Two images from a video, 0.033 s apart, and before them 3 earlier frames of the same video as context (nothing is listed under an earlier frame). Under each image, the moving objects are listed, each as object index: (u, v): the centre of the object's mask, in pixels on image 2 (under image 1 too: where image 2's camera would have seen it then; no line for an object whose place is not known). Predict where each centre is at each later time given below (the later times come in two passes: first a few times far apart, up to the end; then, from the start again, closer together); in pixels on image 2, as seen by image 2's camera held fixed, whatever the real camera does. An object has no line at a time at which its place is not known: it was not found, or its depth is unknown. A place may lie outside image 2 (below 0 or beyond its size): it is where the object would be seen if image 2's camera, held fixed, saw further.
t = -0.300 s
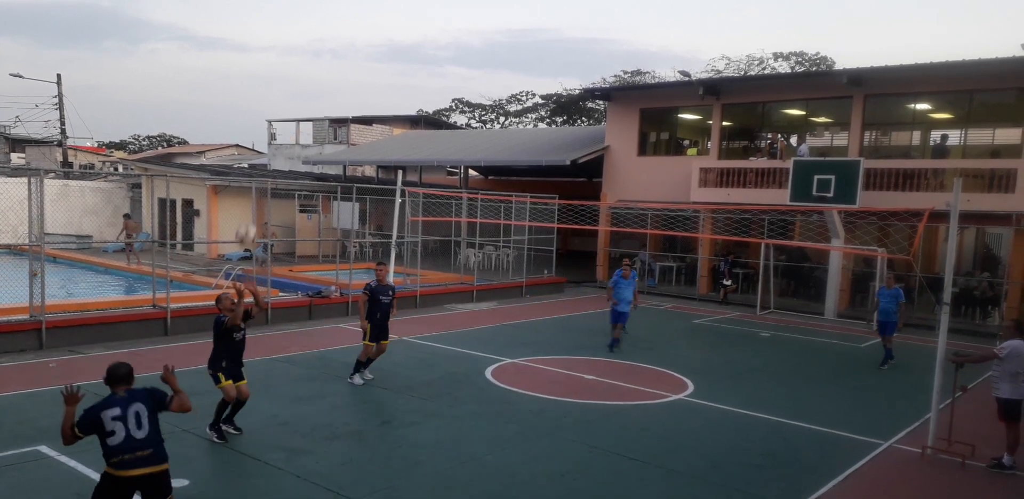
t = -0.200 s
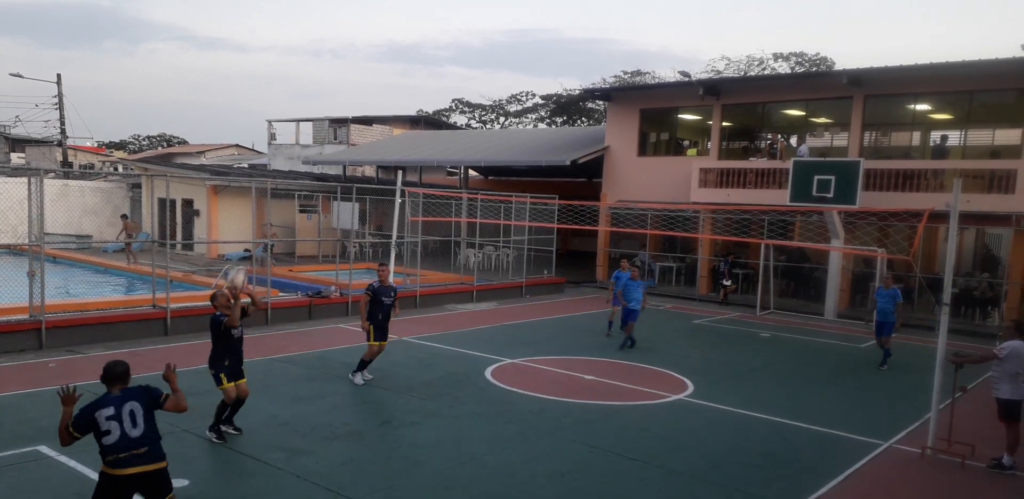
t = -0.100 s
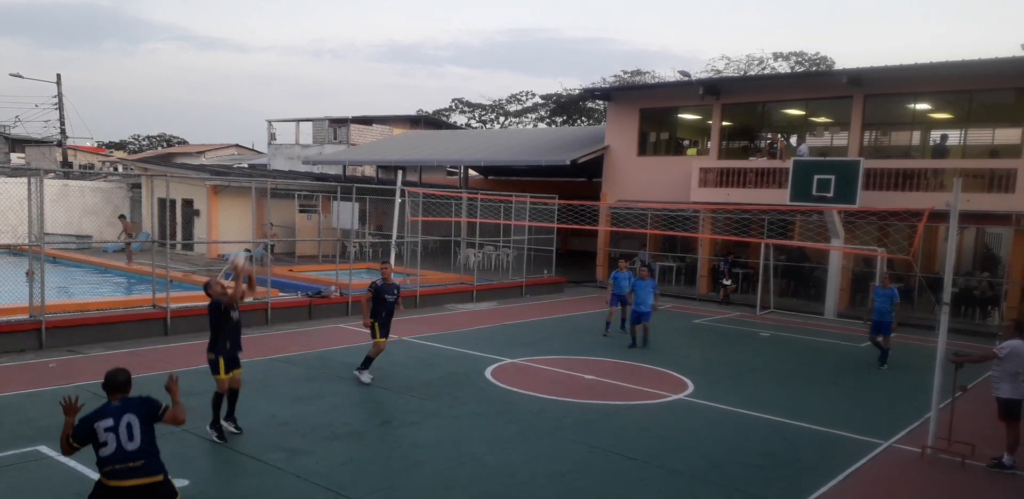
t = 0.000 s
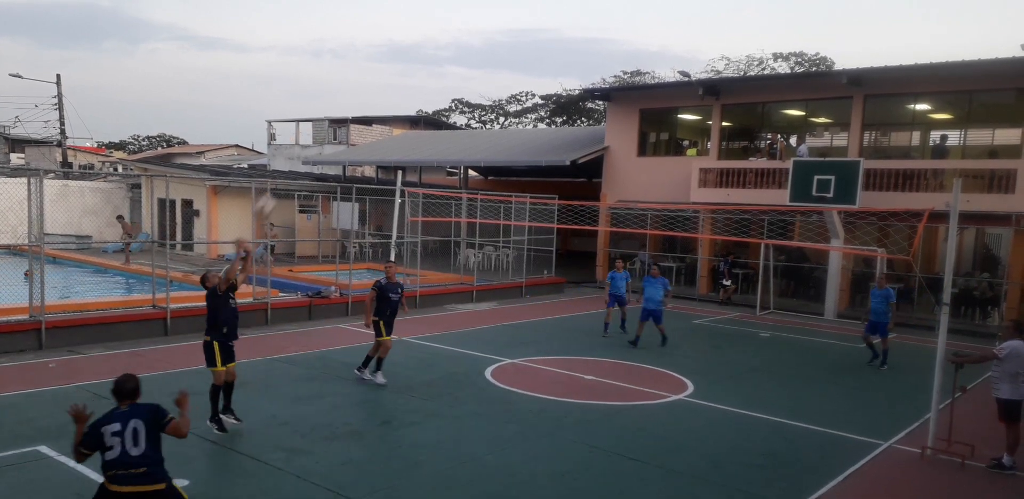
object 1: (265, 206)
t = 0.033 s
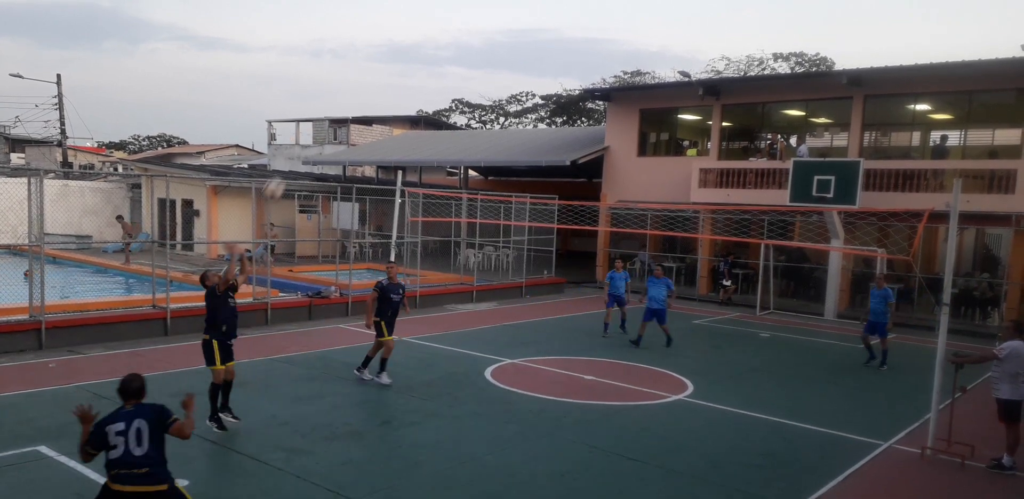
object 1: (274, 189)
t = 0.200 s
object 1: (317, 123)
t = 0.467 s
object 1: (380, 72)
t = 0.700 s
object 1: (427, 76)
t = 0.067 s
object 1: (282, 175)
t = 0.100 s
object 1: (291, 162)
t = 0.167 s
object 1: (308, 135)
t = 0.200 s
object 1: (317, 123)
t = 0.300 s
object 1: (342, 96)
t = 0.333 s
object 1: (349, 89)
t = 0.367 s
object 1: (356, 83)
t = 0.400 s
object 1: (365, 78)
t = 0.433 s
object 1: (372, 74)
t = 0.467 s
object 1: (380, 72)
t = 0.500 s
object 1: (386, 70)
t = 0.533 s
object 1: (393, 68)
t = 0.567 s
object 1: (400, 68)
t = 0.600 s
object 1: (408, 68)
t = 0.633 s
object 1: (414, 70)
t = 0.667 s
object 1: (421, 73)
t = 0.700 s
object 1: (427, 76)
